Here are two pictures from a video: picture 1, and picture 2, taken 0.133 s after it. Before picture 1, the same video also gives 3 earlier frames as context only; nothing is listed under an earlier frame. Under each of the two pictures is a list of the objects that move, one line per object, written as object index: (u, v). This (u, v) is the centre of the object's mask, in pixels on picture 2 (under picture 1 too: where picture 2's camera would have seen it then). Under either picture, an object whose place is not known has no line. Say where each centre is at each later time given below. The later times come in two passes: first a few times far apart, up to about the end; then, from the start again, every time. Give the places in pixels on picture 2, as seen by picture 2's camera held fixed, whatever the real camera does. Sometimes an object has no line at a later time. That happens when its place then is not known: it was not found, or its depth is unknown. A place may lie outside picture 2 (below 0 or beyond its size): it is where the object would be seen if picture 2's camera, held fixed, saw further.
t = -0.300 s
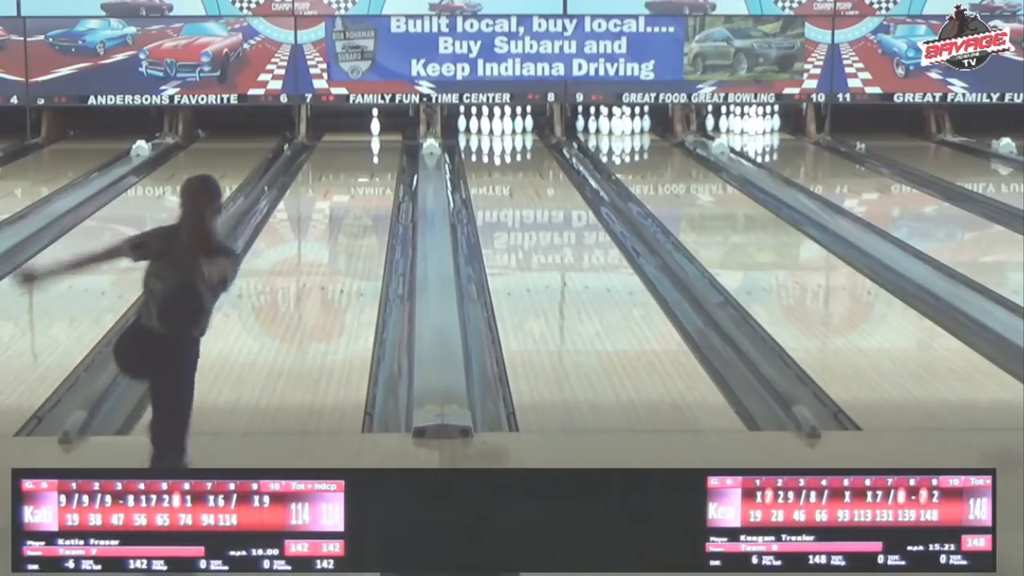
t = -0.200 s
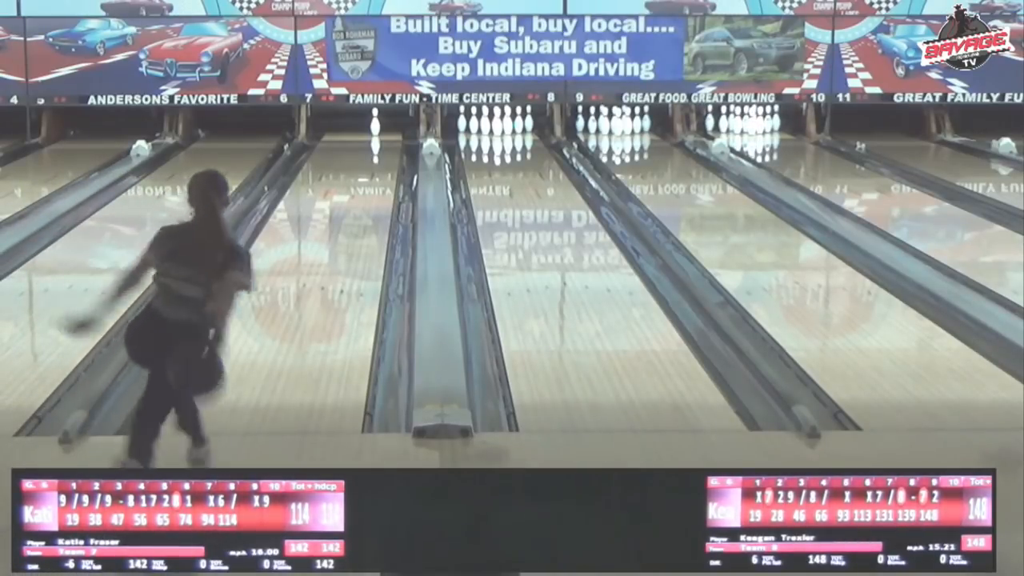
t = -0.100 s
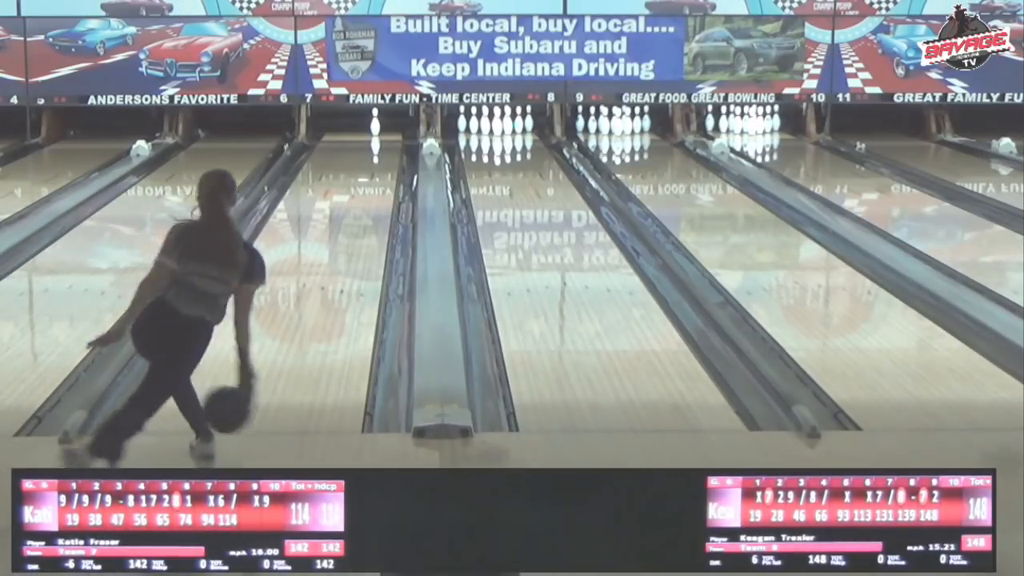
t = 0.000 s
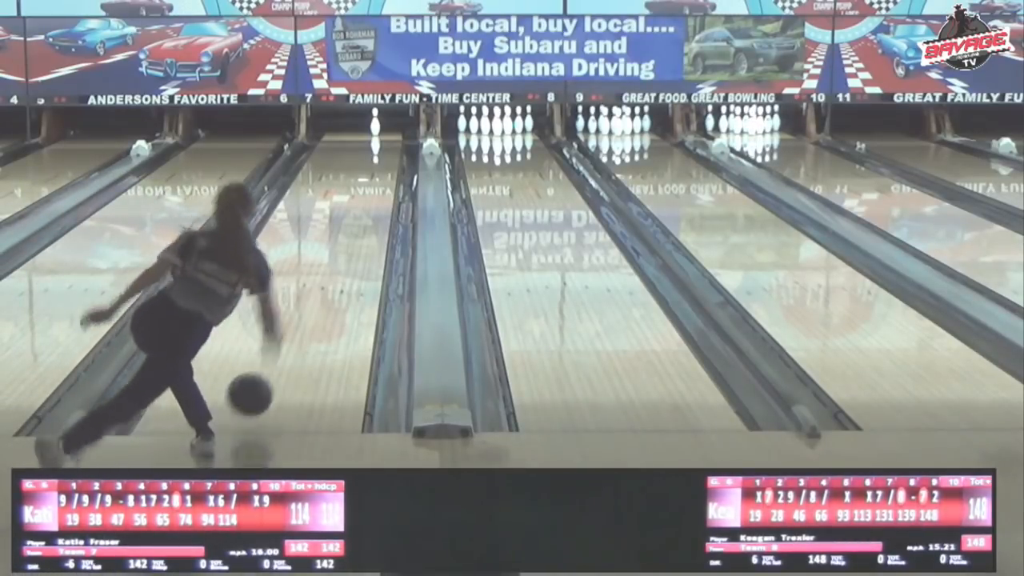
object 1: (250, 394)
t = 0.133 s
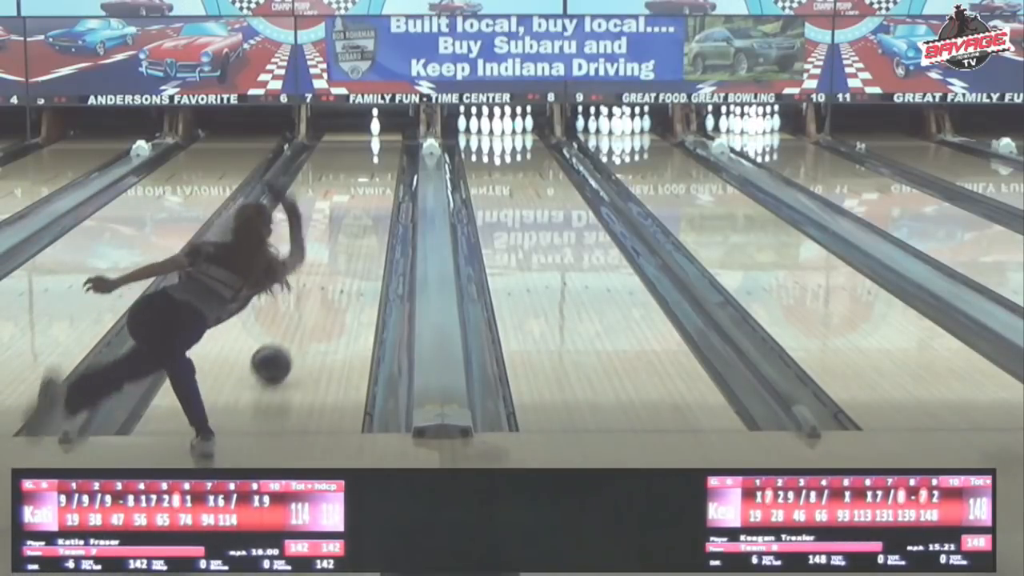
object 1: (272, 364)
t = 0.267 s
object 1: (289, 330)
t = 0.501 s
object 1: (311, 284)
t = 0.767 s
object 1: (330, 244)
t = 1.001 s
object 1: (342, 217)
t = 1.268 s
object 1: (354, 192)
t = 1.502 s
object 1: (362, 176)
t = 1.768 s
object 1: (367, 160)
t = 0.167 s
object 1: (276, 355)
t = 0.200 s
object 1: (281, 346)
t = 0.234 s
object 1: (285, 338)
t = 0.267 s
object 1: (289, 330)
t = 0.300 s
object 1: (293, 323)
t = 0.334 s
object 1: (296, 316)
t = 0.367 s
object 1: (302, 310)
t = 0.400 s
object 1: (305, 304)
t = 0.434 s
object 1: (308, 298)
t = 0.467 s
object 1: (310, 292)
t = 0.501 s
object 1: (311, 284)
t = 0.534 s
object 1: (314, 279)
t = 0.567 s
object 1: (317, 273)
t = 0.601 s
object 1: (319, 268)
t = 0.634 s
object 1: (322, 263)
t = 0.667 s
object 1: (324, 258)
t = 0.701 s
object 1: (326, 253)
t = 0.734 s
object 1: (328, 248)
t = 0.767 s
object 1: (330, 244)
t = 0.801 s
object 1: (332, 240)
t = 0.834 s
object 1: (334, 236)
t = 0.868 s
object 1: (336, 232)
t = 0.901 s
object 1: (338, 228)
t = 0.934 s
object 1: (340, 224)
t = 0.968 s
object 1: (341, 221)
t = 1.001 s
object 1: (342, 217)
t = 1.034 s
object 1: (344, 214)
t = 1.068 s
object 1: (346, 210)
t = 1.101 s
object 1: (347, 207)
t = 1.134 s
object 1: (348, 204)
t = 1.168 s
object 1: (350, 201)
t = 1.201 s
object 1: (351, 198)
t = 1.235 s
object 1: (353, 195)
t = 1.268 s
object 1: (354, 192)
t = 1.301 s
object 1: (355, 190)
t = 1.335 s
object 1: (356, 187)
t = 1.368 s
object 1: (357, 185)
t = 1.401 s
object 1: (358, 182)
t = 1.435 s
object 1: (359, 180)
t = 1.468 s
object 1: (360, 178)
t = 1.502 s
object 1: (362, 176)
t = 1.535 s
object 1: (362, 173)
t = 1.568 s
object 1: (363, 171)
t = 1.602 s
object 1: (364, 169)
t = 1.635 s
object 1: (365, 167)
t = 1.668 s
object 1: (365, 165)
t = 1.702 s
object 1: (366, 163)
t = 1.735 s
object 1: (366, 162)
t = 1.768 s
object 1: (367, 160)
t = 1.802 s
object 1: (367, 157)
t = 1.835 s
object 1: (368, 156)
